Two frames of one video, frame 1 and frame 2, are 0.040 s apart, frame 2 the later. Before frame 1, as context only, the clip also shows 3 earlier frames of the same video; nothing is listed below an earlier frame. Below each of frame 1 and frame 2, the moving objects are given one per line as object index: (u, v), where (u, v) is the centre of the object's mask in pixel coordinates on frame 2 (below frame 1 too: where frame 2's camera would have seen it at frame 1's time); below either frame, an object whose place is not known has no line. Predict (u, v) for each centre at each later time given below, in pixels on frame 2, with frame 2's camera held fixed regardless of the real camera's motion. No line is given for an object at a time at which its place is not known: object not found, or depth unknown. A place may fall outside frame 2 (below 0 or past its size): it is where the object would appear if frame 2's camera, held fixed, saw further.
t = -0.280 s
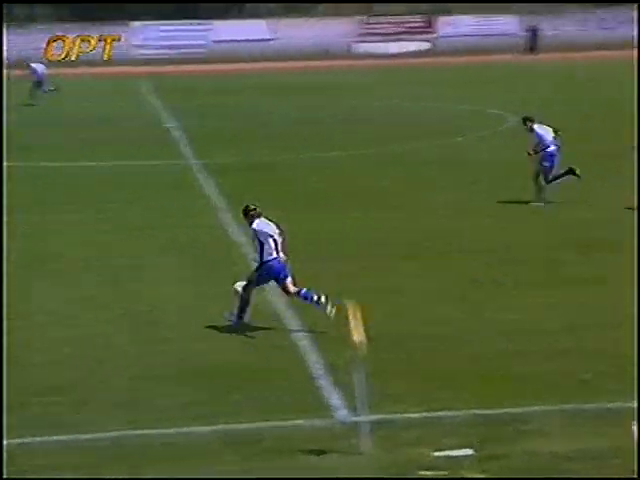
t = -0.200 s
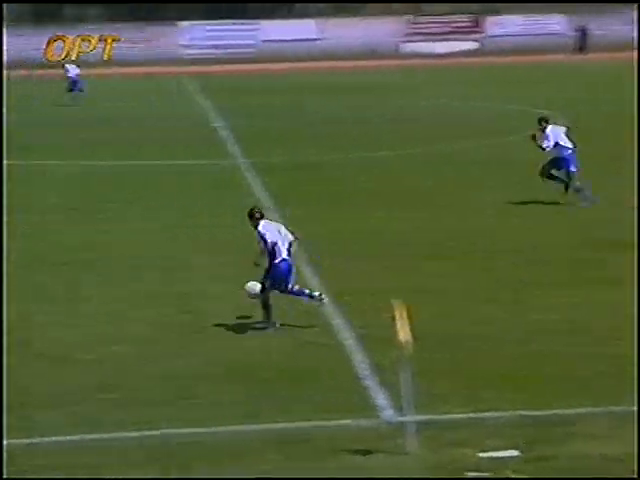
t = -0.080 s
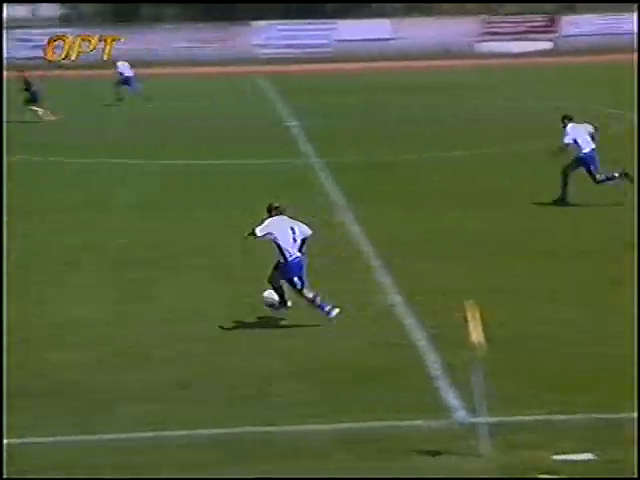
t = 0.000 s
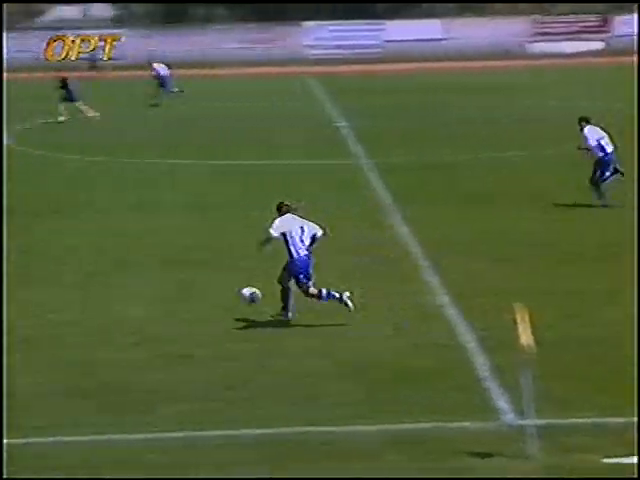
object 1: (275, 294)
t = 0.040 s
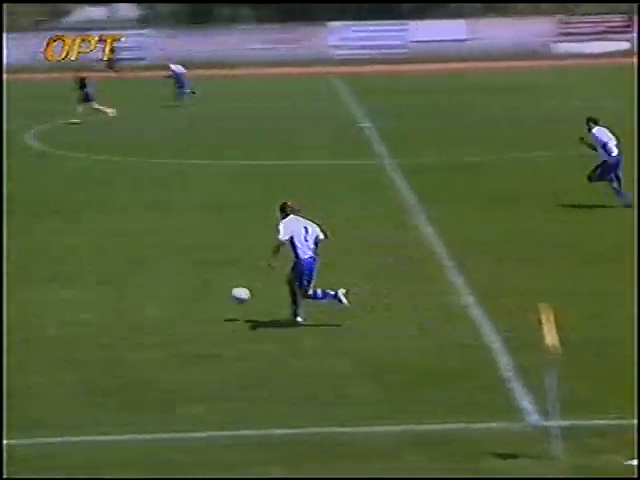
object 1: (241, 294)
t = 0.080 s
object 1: (207, 296)
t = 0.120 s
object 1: (173, 299)
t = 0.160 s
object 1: (140, 302)
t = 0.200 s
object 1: (108, 307)
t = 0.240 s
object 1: (75, 312)
